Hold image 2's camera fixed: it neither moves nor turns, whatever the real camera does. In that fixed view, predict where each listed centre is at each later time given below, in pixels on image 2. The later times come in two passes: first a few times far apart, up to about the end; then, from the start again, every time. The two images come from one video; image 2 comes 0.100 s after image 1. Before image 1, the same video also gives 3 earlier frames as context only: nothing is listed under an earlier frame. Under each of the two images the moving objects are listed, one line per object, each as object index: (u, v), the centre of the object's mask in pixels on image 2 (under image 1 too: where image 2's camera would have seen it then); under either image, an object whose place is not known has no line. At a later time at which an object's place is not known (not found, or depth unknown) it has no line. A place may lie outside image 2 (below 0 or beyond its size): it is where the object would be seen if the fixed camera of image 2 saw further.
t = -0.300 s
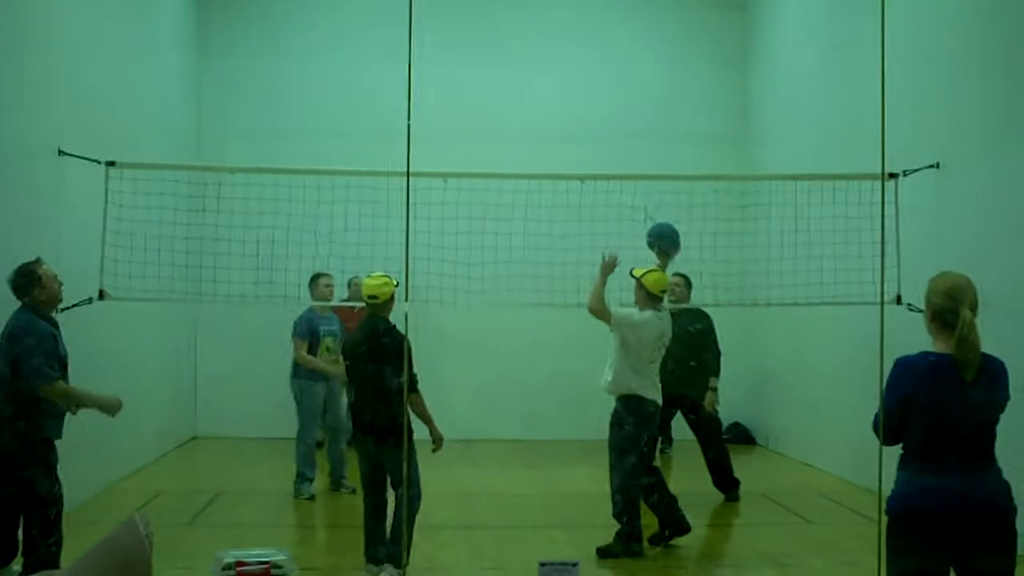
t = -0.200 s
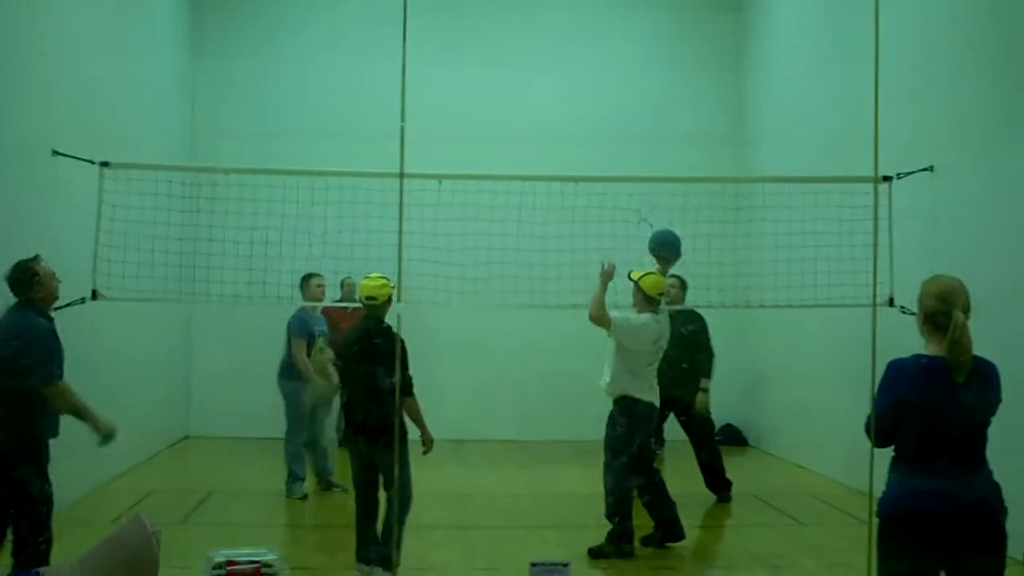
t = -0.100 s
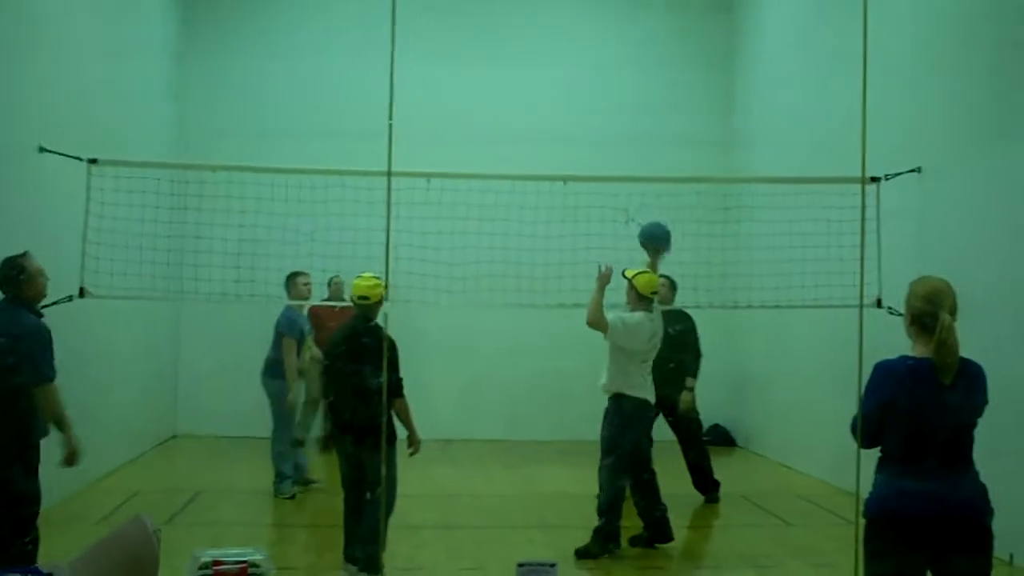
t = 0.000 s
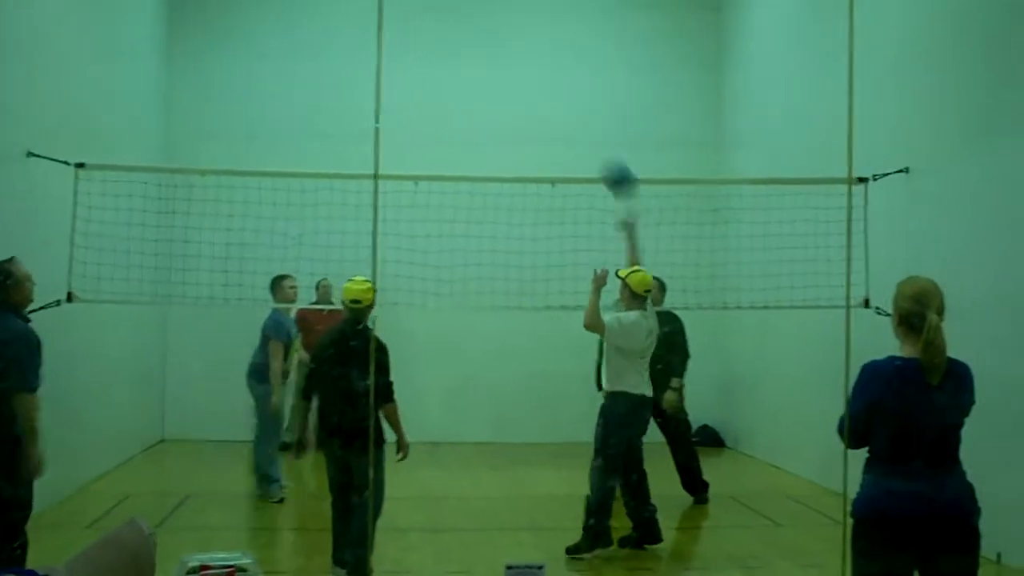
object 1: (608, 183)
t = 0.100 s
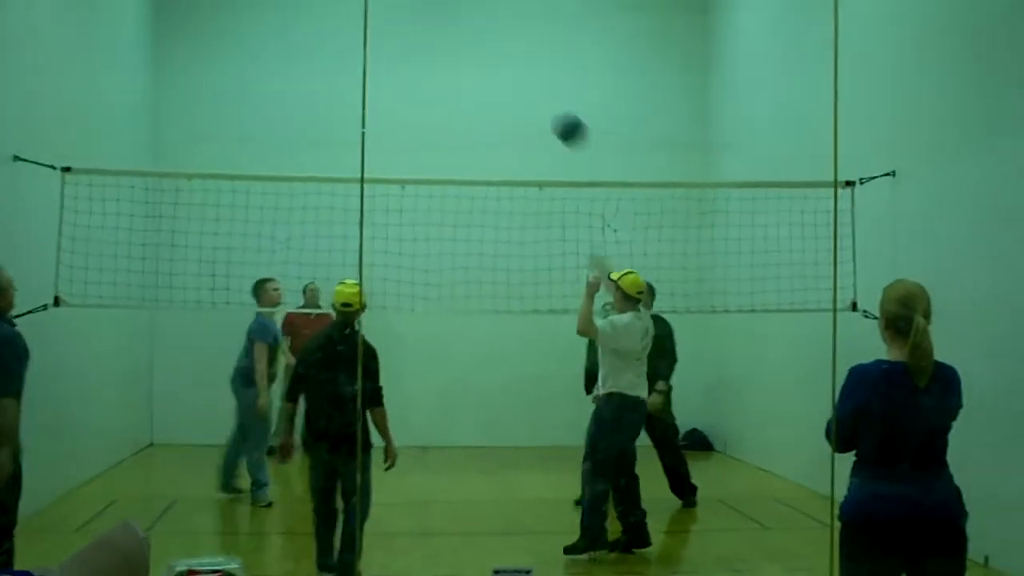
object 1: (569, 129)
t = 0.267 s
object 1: (514, 81)
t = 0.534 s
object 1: (443, 83)
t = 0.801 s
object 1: (384, 160)
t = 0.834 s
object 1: (377, 169)
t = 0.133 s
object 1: (558, 116)
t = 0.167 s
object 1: (546, 104)
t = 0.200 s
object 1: (535, 95)
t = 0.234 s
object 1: (525, 87)
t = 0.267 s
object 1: (514, 81)
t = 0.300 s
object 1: (504, 76)
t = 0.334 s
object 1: (494, 72)
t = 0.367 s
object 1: (485, 71)
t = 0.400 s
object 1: (477, 70)
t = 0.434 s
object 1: (467, 72)
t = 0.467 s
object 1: (459, 74)
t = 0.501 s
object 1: (451, 78)
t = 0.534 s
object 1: (443, 83)
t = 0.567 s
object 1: (435, 88)
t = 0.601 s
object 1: (428, 96)
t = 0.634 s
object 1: (420, 104)
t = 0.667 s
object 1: (412, 113)
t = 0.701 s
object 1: (405, 123)
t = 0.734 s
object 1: (398, 135)
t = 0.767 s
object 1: (390, 146)
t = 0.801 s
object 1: (384, 160)
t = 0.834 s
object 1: (377, 169)
